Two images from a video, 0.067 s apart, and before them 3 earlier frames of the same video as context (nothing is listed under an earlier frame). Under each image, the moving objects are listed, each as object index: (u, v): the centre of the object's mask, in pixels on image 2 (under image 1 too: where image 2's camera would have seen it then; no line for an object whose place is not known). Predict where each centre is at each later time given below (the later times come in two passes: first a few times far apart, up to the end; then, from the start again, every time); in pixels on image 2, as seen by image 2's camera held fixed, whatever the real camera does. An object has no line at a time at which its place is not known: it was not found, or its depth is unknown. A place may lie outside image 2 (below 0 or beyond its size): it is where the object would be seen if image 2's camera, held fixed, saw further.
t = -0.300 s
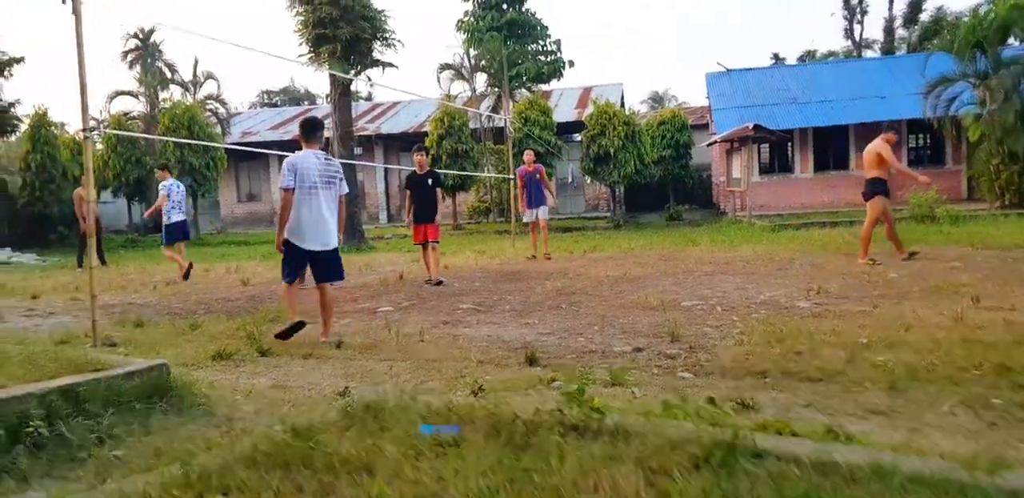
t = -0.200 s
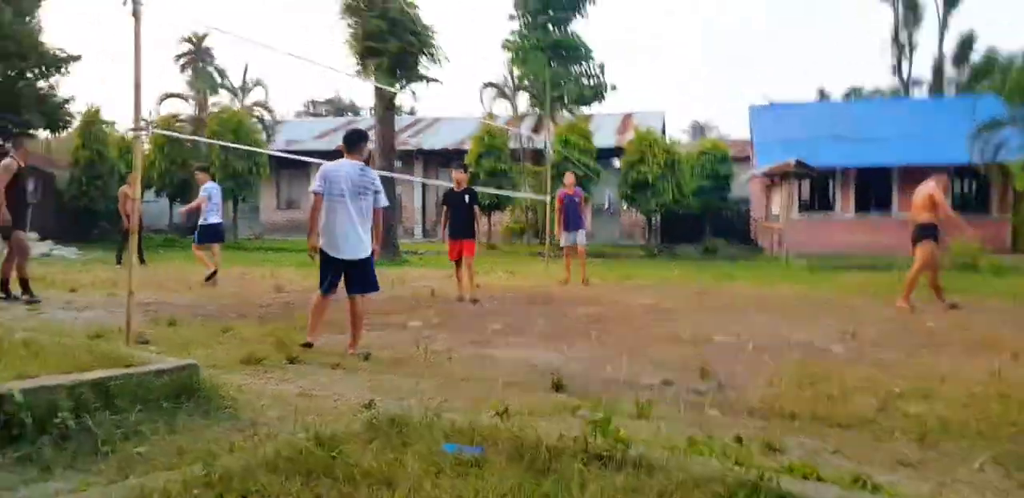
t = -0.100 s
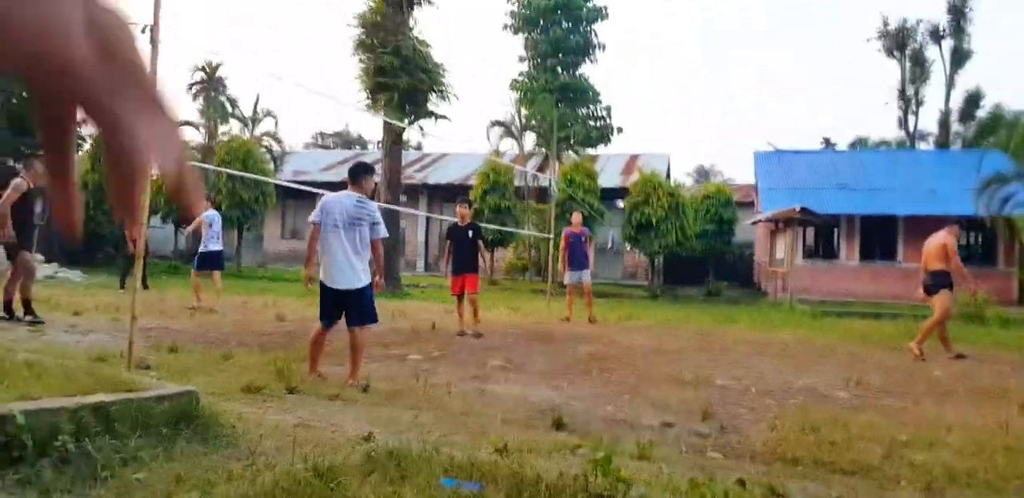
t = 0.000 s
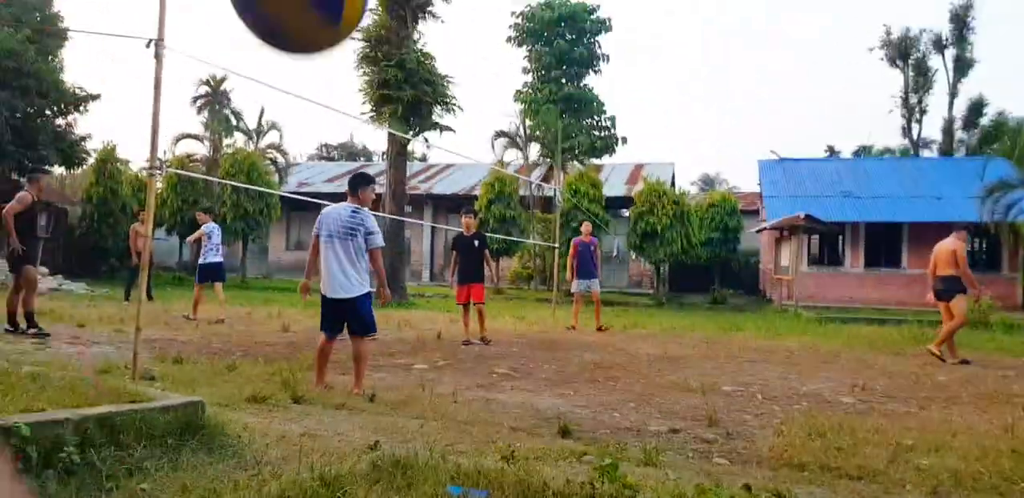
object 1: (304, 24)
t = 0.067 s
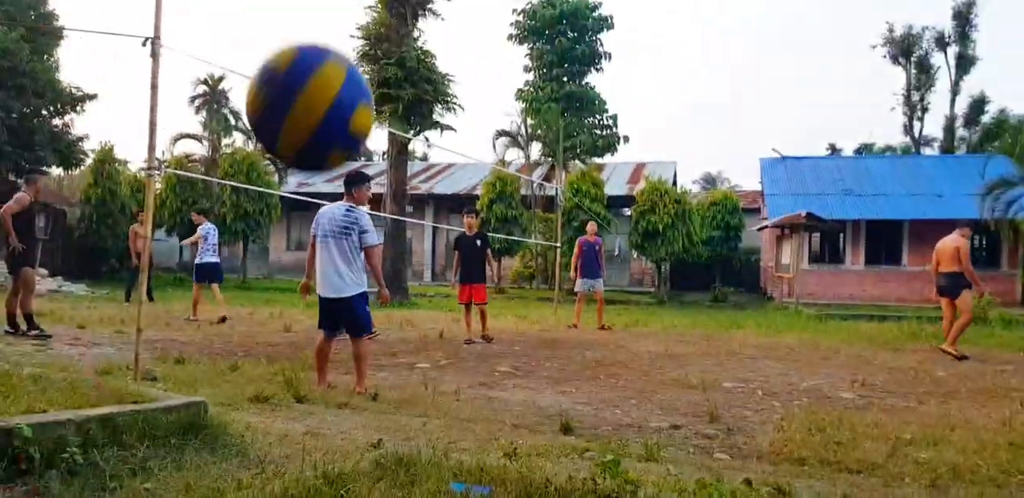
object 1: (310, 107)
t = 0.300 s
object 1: (340, 502)
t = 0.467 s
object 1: (324, 333)
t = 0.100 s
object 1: (315, 172)
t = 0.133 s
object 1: (321, 228)
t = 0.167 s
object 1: (326, 287)
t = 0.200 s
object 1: (330, 348)
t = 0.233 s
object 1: (333, 406)
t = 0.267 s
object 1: (335, 467)
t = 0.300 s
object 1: (340, 502)
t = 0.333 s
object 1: (337, 494)
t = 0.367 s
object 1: (333, 449)
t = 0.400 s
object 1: (330, 405)
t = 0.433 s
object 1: (326, 367)
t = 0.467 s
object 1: (324, 333)
